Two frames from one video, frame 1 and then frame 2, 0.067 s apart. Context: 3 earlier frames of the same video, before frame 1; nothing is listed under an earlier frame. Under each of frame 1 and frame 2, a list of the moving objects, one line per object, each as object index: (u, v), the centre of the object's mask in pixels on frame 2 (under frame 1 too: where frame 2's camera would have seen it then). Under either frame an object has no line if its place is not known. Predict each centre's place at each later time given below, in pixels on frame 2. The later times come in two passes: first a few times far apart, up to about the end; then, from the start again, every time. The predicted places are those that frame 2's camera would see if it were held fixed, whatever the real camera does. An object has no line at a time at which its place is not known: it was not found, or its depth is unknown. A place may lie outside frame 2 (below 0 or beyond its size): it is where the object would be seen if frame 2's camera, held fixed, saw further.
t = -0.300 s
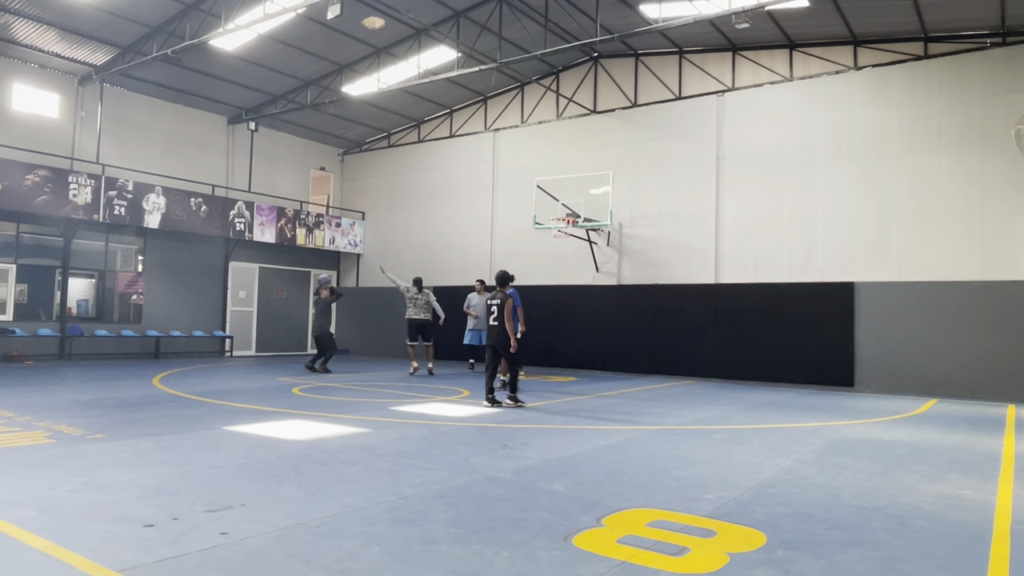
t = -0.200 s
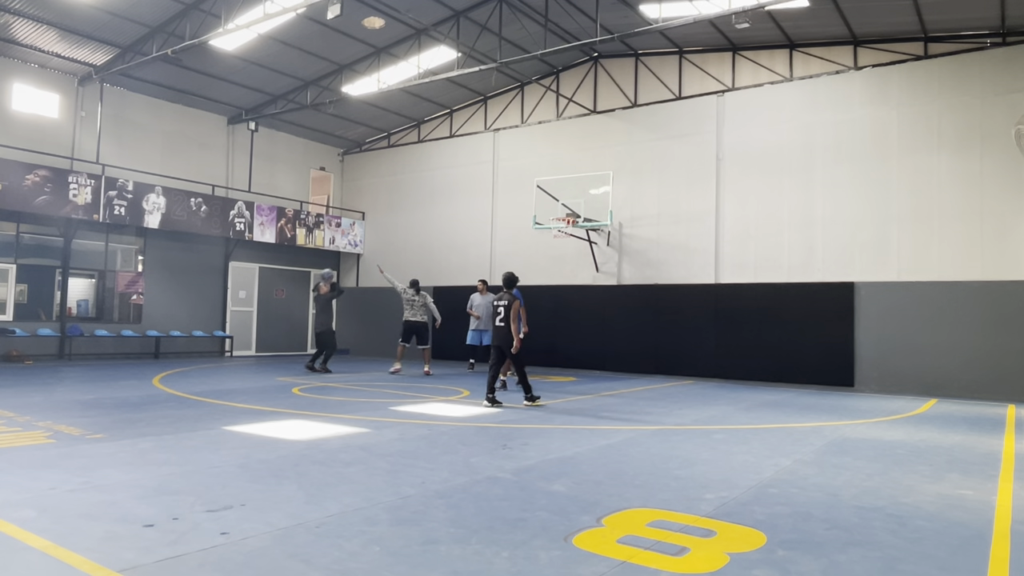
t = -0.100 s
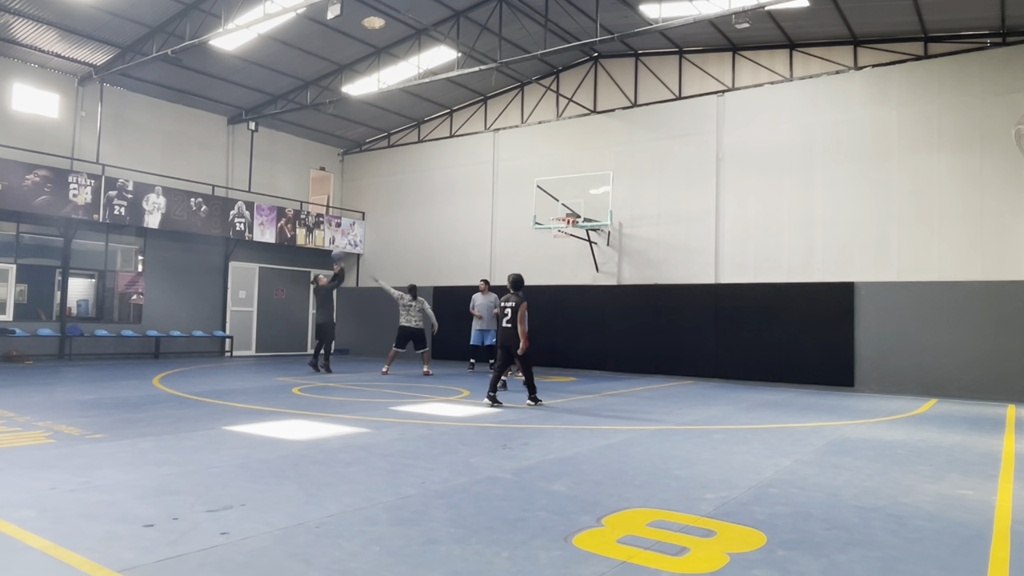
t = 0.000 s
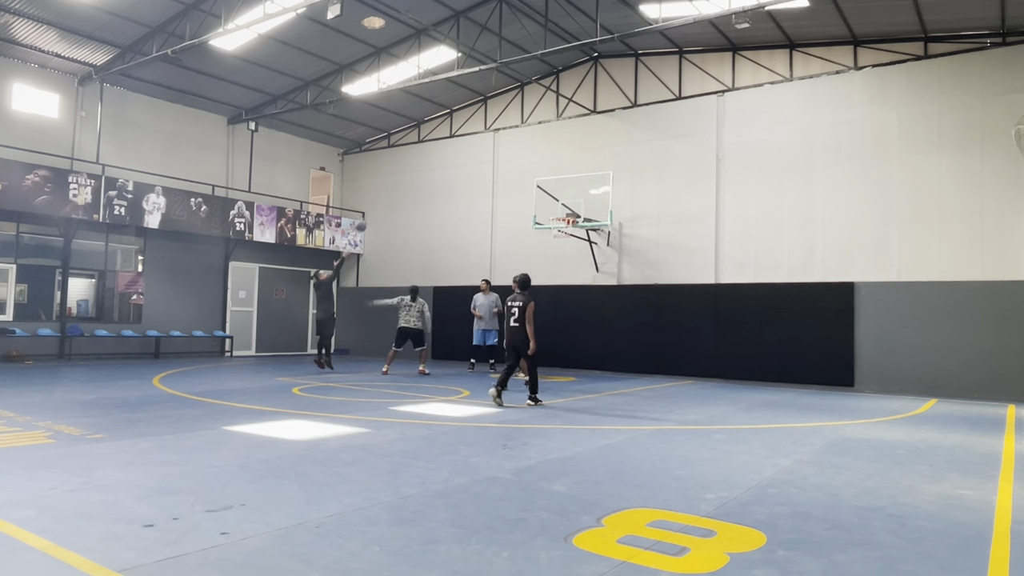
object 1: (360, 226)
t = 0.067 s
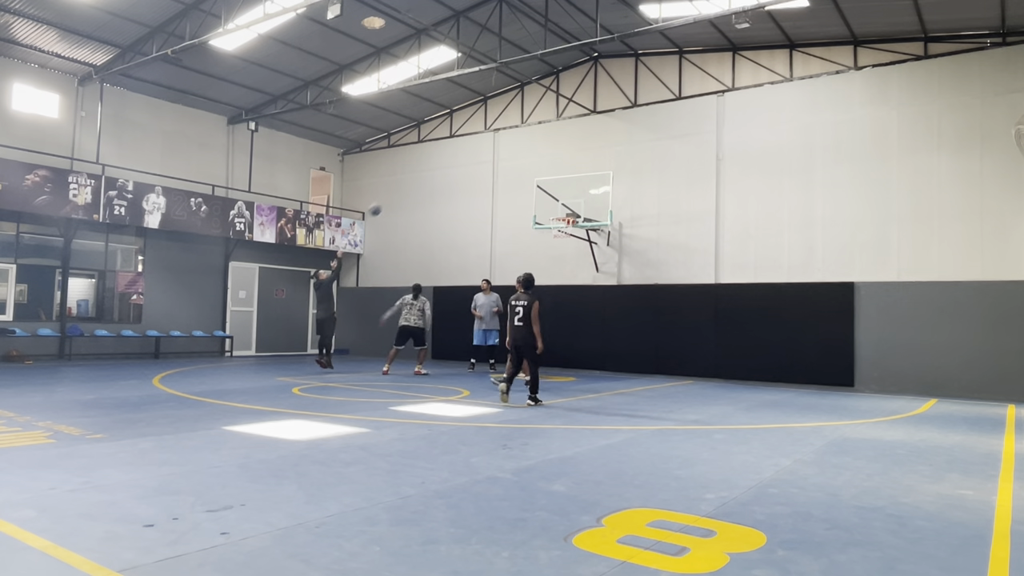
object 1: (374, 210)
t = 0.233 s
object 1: (411, 178)
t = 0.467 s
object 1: (457, 161)
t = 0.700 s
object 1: (502, 170)
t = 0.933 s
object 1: (544, 205)
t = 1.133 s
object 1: (554, 241)
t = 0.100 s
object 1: (382, 202)
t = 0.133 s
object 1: (390, 195)
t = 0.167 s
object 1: (396, 189)
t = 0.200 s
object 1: (404, 183)
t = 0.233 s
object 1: (411, 178)
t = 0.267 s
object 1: (417, 174)
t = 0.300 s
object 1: (424, 171)
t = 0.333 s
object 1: (431, 168)
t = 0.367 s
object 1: (438, 165)
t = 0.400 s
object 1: (444, 163)
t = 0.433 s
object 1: (451, 162)
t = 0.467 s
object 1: (457, 161)
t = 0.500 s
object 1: (464, 161)
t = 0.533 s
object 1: (471, 161)
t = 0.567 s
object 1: (477, 162)
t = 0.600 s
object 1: (483, 163)
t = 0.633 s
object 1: (489, 165)
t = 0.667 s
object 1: (496, 167)
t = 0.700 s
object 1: (502, 170)
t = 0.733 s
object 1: (508, 173)
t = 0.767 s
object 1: (514, 177)
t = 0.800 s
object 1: (520, 182)
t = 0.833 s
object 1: (526, 187)
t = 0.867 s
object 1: (532, 192)
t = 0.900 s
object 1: (538, 198)
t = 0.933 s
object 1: (544, 205)
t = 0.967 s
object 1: (549, 212)
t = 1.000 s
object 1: (553, 218)
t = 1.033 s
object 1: (553, 223)
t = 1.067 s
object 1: (554, 229)
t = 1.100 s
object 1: (554, 235)
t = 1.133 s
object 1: (554, 241)
